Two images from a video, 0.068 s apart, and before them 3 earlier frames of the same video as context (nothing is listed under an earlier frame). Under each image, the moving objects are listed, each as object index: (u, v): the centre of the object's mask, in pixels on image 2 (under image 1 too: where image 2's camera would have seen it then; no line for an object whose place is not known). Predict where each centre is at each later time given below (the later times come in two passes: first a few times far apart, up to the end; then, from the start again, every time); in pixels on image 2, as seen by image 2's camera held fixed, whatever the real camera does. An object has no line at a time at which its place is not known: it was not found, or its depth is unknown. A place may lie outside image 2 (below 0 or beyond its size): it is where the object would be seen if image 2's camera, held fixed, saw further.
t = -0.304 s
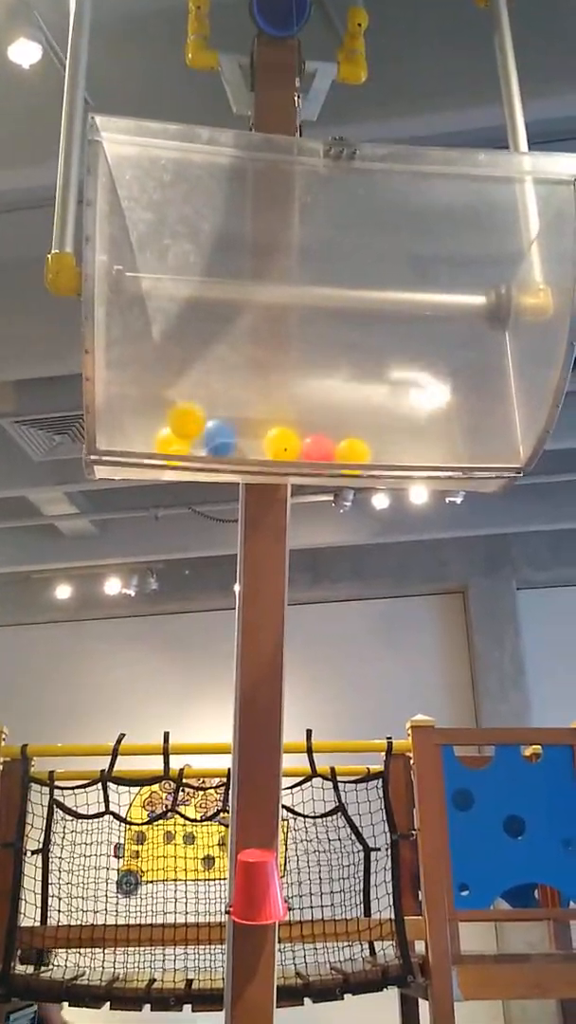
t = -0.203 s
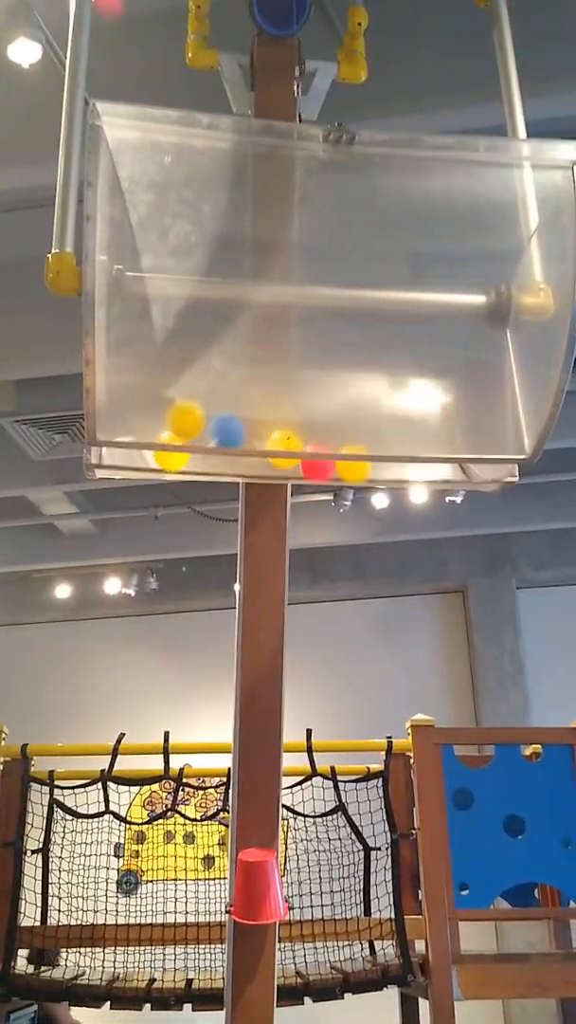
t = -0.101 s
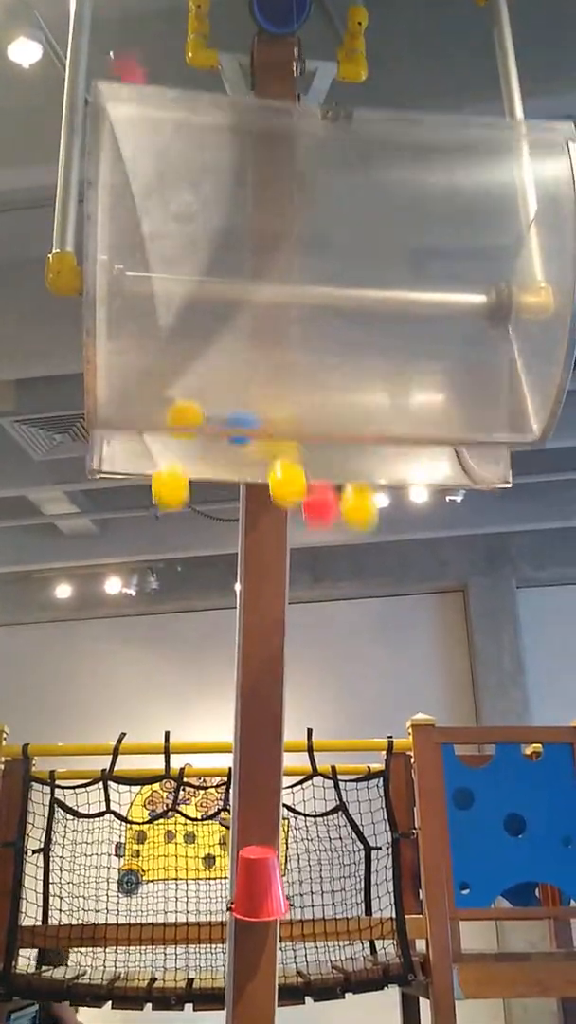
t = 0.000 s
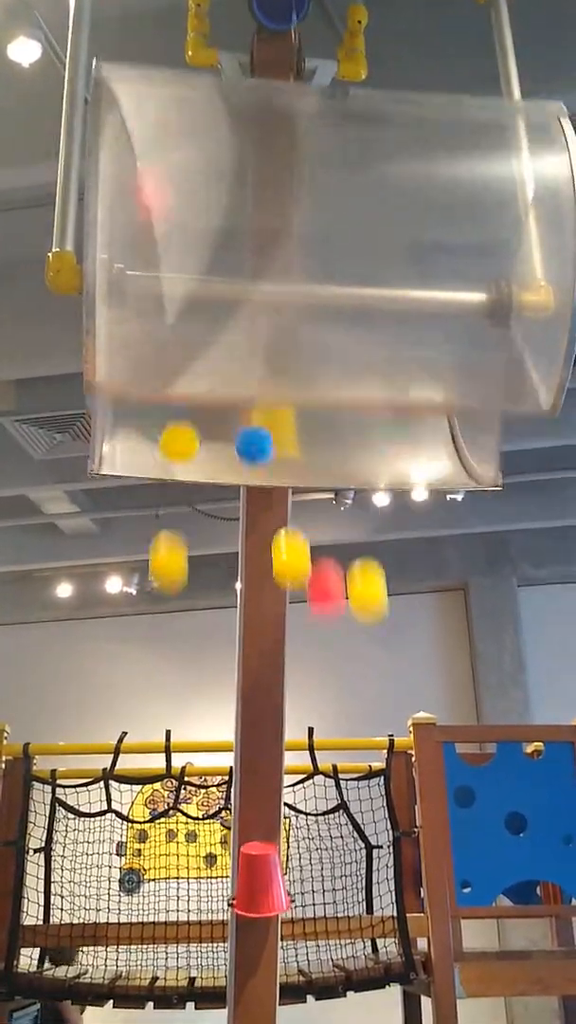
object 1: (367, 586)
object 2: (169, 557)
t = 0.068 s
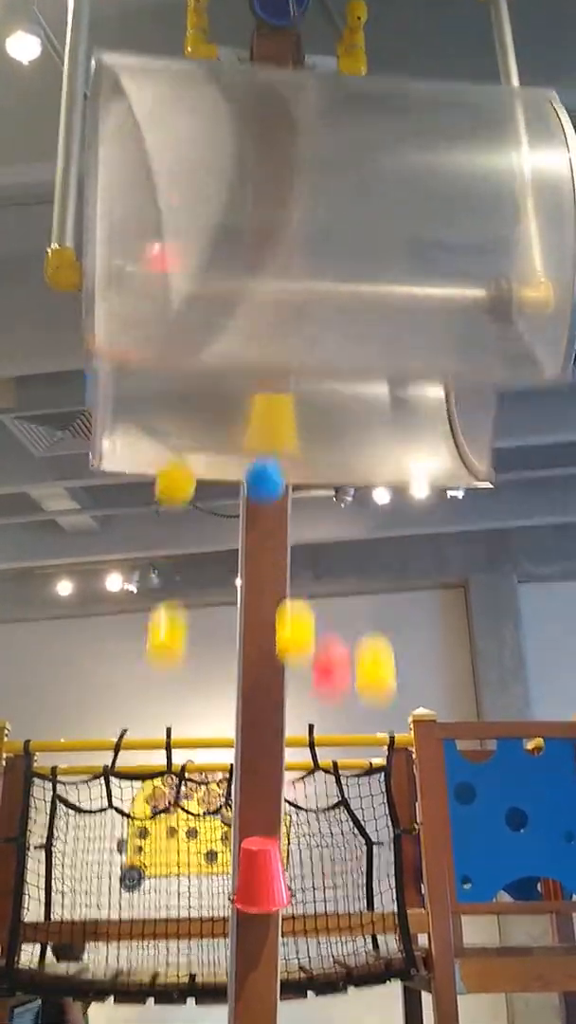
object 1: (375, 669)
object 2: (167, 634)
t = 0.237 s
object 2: (161, 957)
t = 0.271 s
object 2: (159, 1005)
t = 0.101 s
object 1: (380, 717)
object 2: (167, 679)
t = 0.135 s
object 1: (387, 778)
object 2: (165, 727)
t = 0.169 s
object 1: (393, 840)
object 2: (163, 792)
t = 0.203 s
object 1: (401, 914)
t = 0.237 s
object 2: (161, 957)
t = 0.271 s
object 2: (159, 1005)
